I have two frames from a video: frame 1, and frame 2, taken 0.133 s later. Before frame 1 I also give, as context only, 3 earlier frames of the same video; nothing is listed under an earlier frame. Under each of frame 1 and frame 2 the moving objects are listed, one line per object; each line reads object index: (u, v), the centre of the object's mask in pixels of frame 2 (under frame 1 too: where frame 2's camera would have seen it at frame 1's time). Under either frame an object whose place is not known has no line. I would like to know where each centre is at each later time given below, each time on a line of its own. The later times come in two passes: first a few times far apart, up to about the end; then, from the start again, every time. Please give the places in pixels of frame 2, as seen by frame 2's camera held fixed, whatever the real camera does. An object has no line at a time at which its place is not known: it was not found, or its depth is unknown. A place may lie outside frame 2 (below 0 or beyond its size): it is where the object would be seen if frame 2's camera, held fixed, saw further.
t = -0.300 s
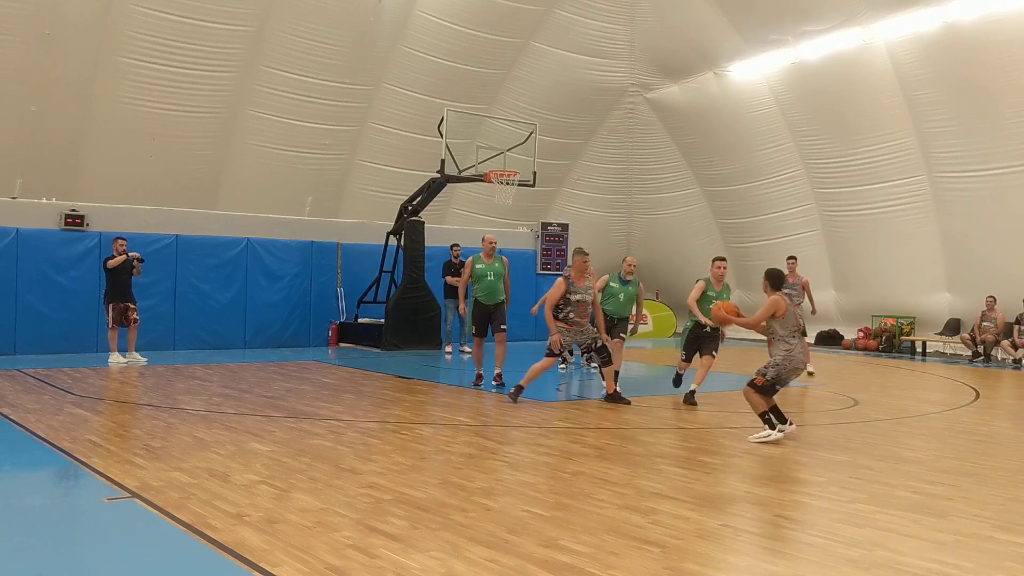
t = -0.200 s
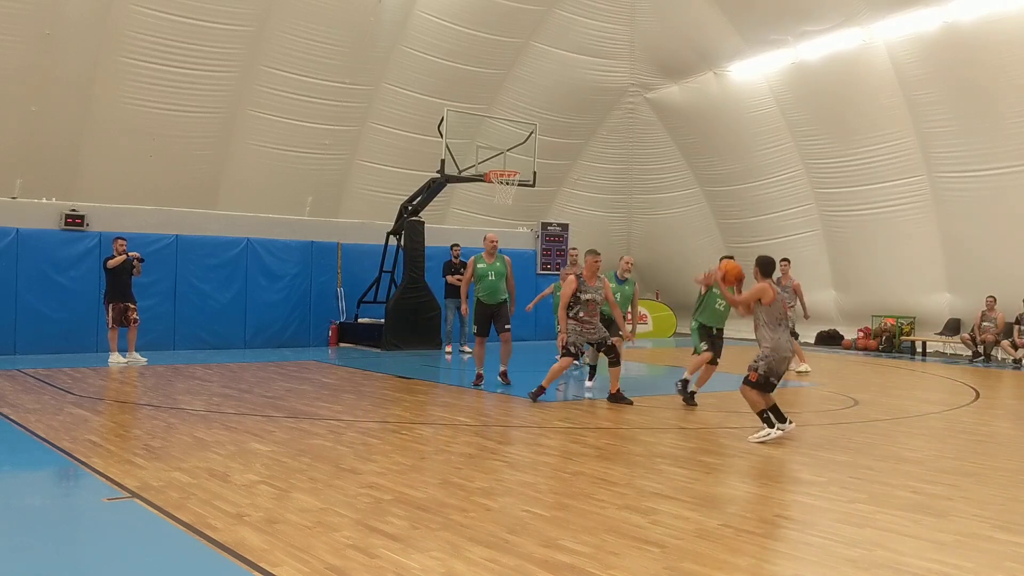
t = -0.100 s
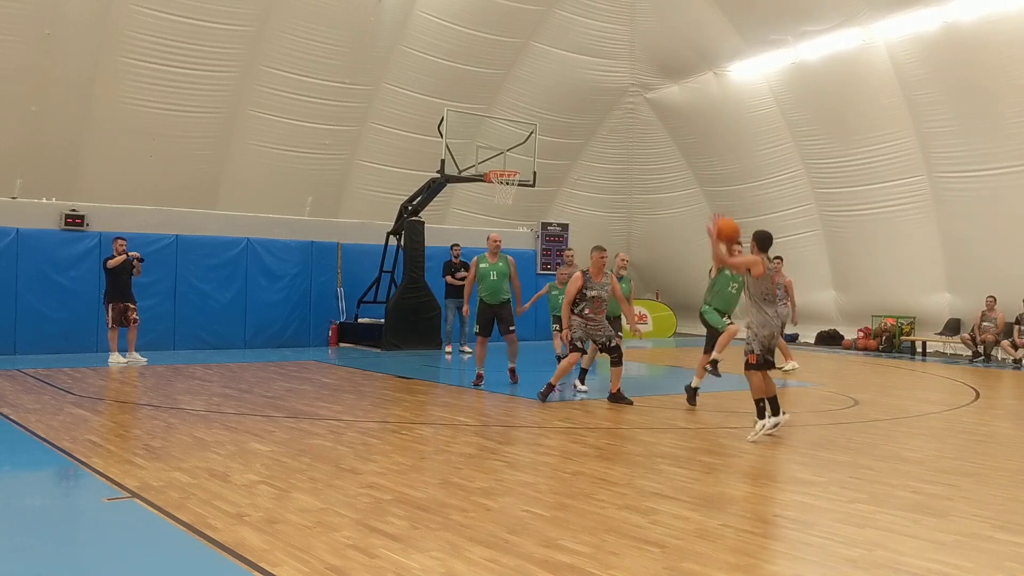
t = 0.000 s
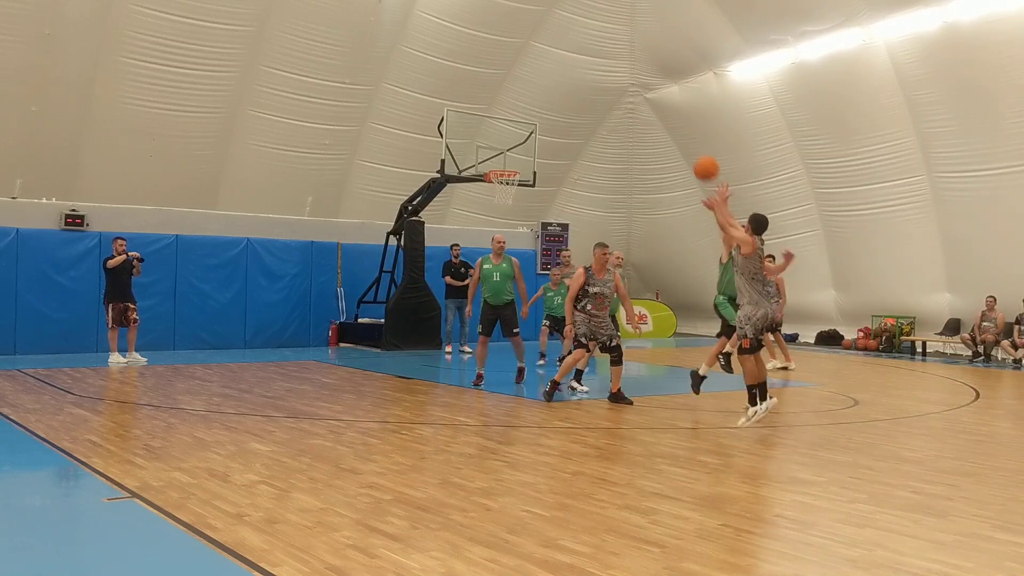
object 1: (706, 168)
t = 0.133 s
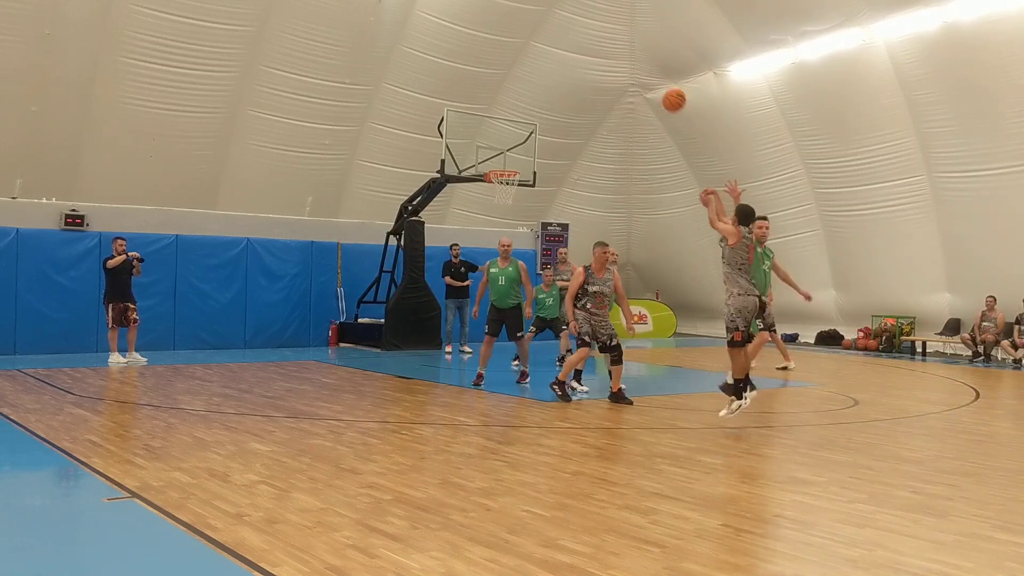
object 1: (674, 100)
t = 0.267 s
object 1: (645, 54)
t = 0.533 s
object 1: (597, 18)
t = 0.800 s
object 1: (558, 40)
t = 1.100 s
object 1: (522, 115)
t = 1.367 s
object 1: (500, 130)
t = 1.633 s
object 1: (484, 68)
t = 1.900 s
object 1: (464, 50)
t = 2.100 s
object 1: (449, 68)
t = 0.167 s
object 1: (666, 87)
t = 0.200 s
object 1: (659, 74)
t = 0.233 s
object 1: (652, 64)
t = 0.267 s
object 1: (645, 54)
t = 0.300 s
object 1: (639, 46)
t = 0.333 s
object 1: (632, 39)
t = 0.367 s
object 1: (626, 33)
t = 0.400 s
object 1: (620, 28)
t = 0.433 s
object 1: (614, 24)
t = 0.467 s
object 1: (608, 22)
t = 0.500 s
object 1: (603, 19)
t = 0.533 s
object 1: (597, 18)
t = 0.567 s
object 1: (592, 18)
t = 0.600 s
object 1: (587, 19)
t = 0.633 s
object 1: (582, 20)
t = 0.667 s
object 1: (577, 23)
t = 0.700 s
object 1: (572, 26)
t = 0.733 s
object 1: (567, 30)
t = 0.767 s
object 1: (563, 35)
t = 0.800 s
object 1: (558, 40)
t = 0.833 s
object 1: (554, 46)
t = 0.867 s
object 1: (550, 53)
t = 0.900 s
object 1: (545, 60)
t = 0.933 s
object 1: (541, 68)
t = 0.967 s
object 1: (537, 76)
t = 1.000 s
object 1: (533, 85)
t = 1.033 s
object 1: (530, 94)
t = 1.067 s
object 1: (526, 104)
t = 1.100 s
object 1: (522, 115)
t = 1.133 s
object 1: (518, 126)
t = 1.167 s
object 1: (515, 137)
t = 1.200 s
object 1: (512, 149)
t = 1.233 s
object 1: (509, 161)
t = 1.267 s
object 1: (506, 163)
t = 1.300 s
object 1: (504, 151)
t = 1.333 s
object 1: (502, 140)
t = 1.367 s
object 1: (500, 130)
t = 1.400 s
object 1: (498, 120)
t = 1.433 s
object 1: (496, 111)
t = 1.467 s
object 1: (494, 102)
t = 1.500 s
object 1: (492, 94)
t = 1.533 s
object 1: (490, 87)
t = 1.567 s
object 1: (488, 80)
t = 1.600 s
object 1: (486, 74)
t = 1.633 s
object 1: (484, 68)
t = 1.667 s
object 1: (481, 63)
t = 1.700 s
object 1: (479, 60)
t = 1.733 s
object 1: (477, 57)
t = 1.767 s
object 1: (474, 54)
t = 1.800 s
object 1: (472, 52)
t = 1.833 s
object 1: (469, 50)
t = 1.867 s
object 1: (467, 50)
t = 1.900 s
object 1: (464, 50)
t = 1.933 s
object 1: (462, 51)
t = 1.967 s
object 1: (459, 53)
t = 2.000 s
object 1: (457, 55)
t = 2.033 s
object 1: (454, 59)
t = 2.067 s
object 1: (451, 63)
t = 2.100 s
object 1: (449, 68)
